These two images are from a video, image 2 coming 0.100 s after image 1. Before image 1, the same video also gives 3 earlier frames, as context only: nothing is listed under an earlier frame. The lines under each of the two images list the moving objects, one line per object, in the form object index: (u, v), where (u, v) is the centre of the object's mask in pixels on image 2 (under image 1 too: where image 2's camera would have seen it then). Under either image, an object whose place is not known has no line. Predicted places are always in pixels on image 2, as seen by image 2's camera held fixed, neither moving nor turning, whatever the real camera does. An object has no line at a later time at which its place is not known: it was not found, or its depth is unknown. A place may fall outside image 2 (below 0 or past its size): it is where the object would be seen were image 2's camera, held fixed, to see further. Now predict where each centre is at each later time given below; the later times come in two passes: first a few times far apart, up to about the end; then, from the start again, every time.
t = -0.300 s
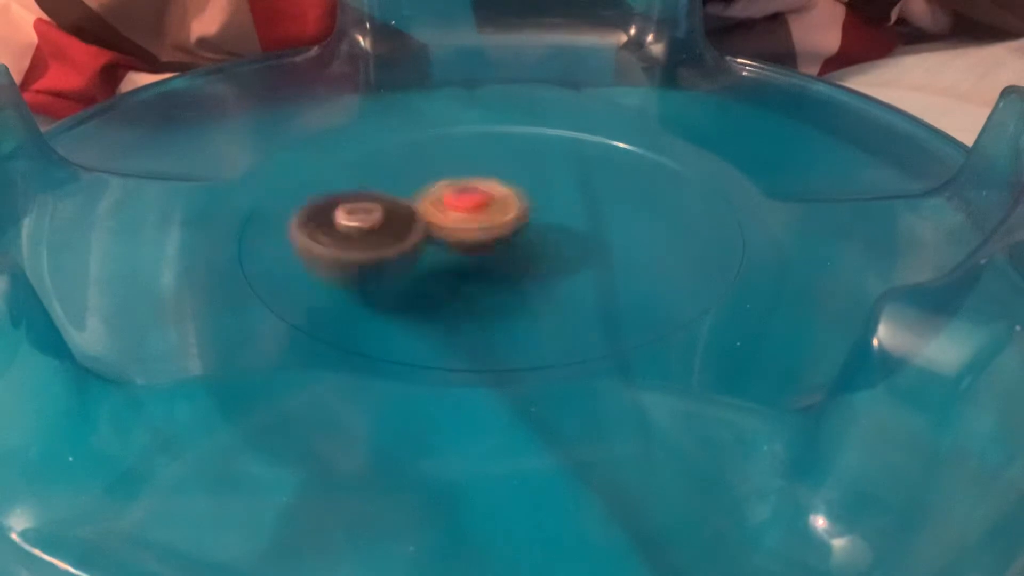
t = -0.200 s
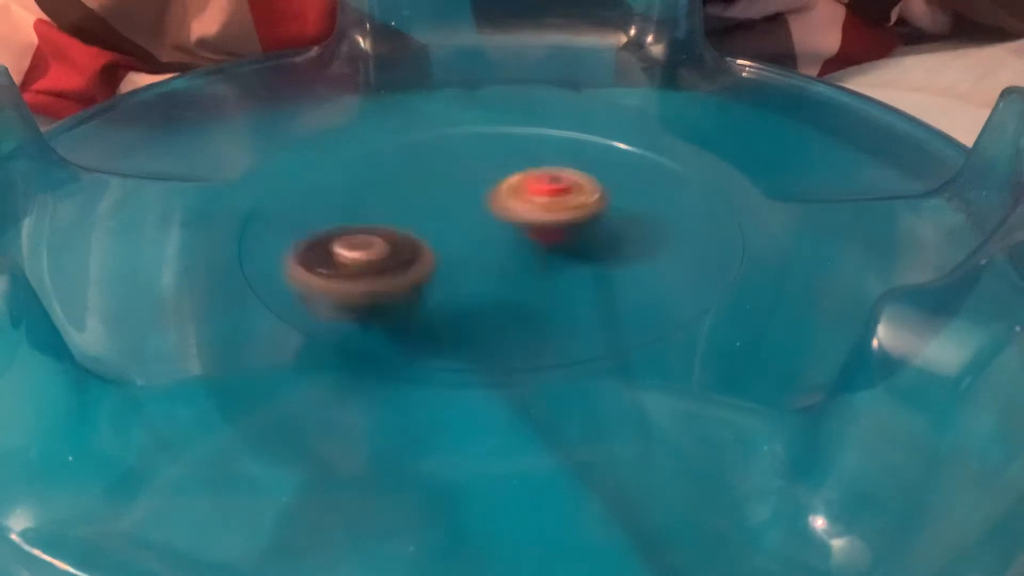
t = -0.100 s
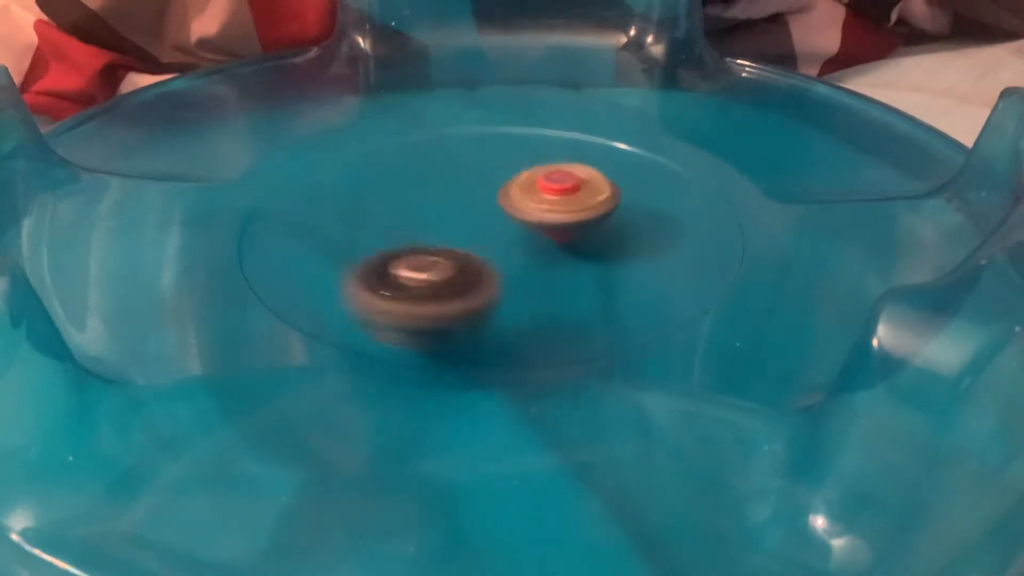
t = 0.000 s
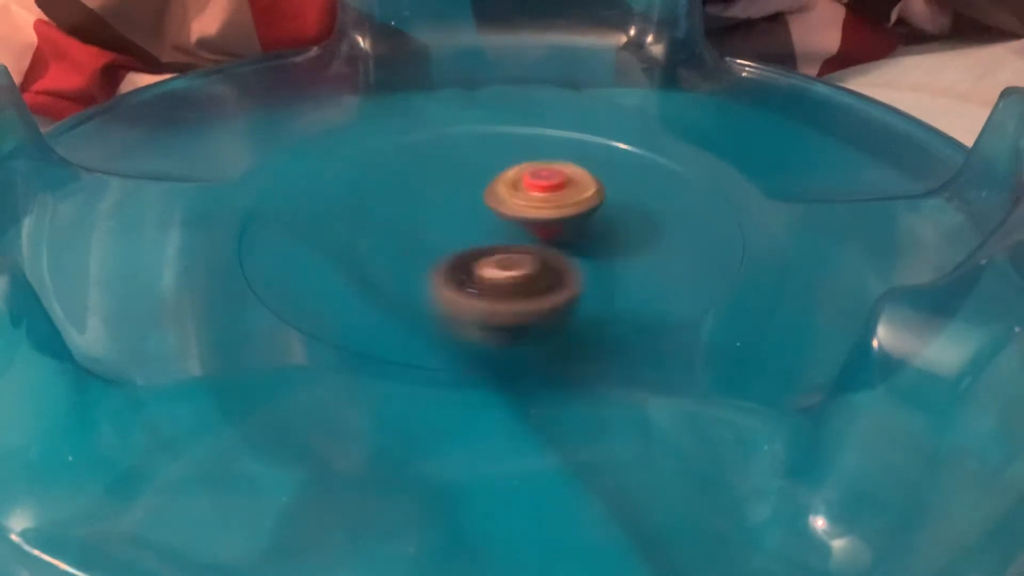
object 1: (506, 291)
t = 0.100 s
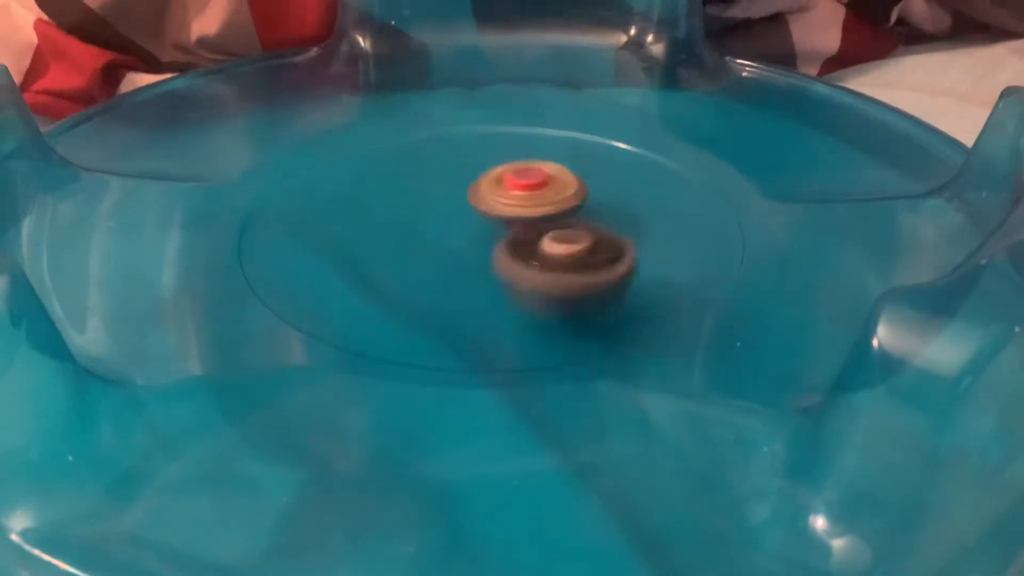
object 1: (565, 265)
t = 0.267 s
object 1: (620, 243)
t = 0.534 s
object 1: (542, 200)
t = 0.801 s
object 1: (376, 224)
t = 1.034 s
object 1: (393, 270)
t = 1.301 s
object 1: (549, 265)
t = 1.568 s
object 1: (616, 202)
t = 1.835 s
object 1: (636, 182)
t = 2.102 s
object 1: (510, 196)
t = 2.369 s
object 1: (415, 215)
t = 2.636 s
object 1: (421, 241)
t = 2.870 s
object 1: (481, 198)
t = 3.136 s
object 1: (461, 122)
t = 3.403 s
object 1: (435, 101)
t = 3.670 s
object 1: (452, 132)
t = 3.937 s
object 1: (488, 156)
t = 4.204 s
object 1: (560, 214)
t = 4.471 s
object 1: (623, 255)
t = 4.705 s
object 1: (569, 259)
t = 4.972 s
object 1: (418, 245)
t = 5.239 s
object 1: (305, 215)
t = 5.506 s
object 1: (336, 198)
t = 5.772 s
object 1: (445, 174)
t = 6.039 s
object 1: (534, 157)
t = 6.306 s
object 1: (560, 180)
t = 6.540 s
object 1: (553, 229)
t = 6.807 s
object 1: (518, 271)
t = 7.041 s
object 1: (455, 269)
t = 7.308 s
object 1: (380, 232)
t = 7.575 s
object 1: (359, 184)
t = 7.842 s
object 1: (401, 168)
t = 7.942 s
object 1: (434, 171)
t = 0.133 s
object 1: (573, 252)
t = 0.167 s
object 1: (578, 241)
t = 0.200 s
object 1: (594, 242)
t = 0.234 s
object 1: (612, 245)
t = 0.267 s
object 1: (620, 243)
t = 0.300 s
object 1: (624, 237)
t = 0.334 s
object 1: (624, 228)
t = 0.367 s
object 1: (620, 222)
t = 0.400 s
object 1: (612, 216)
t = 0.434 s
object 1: (600, 210)
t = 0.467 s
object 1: (585, 206)
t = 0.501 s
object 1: (565, 206)
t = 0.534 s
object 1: (542, 200)
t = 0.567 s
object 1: (518, 199)
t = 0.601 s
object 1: (494, 198)
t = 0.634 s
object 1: (469, 200)
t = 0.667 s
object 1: (447, 204)
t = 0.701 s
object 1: (424, 207)
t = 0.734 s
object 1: (404, 210)
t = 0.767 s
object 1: (386, 217)
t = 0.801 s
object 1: (376, 224)
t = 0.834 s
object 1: (369, 236)
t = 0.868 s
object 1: (363, 241)
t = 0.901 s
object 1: (362, 250)
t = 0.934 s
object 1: (364, 257)
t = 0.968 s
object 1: (371, 262)
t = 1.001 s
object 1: (380, 265)
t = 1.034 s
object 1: (393, 270)
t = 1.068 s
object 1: (409, 274)
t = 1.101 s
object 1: (426, 276)
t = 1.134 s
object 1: (441, 271)
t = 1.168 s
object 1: (459, 268)
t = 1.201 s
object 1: (476, 264)
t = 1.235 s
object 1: (490, 258)
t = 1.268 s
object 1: (517, 262)
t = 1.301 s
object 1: (549, 265)
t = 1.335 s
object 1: (573, 264)
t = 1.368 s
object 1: (595, 257)
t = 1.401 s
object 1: (613, 251)
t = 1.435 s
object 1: (626, 243)
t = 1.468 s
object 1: (632, 232)
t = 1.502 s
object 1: (632, 226)
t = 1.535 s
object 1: (627, 214)
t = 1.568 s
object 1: (616, 202)
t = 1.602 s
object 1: (630, 195)
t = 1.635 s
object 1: (648, 199)
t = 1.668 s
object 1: (656, 198)
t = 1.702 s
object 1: (659, 192)
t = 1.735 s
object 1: (657, 189)
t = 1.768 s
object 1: (652, 184)
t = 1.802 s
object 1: (644, 182)
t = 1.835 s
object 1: (636, 182)
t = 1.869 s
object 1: (624, 182)
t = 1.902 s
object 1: (610, 183)
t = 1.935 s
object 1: (591, 185)
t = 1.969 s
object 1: (573, 188)
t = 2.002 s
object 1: (555, 192)
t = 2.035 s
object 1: (534, 196)
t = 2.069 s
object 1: (517, 201)
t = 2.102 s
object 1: (510, 196)
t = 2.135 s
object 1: (505, 195)
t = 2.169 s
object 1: (491, 195)
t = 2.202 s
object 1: (477, 195)
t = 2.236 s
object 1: (461, 198)
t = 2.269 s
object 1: (448, 203)
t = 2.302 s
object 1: (435, 206)
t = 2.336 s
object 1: (424, 209)
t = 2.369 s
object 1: (415, 215)
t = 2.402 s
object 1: (408, 219)
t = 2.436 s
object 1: (404, 227)
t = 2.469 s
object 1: (400, 232)
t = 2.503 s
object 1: (399, 235)
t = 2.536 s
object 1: (402, 238)
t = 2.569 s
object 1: (406, 240)
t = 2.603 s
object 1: (412, 241)
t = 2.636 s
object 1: (421, 241)
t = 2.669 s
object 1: (431, 242)
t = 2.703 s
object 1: (440, 238)
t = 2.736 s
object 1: (449, 235)
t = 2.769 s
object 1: (458, 230)
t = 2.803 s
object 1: (464, 224)
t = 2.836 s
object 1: (475, 208)
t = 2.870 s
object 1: (481, 198)
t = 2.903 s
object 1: (483, 186)
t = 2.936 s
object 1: (484, 177)
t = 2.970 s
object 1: (483, 165)
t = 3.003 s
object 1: (481, 154)
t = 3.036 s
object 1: (478, 144)
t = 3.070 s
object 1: (473, 135)
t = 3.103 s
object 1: (467, 129)
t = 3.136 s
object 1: (461, 122)
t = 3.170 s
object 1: (453, 118)
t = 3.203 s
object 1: (446, 116)
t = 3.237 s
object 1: (440, 115)
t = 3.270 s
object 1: (436, 114)
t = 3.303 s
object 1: (439, 106)
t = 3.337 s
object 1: (443, 101)
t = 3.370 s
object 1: (441, 99)
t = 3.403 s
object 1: (435, 101)
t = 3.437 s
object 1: (430, 103)
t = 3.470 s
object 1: (429, 105)
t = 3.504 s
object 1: (429, 109)
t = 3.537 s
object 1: (432, 115)
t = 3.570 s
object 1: (437, 120)
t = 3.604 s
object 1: (441, 127)
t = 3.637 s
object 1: (446, 133)
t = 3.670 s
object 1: (452, 132)
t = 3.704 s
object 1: (457, 126)
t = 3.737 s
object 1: (460, 127)
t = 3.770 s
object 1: (462, 129)
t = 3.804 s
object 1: (465, 132)
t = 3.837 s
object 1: (469, 137)
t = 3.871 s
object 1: (474, 142)
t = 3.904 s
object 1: (481, 148)
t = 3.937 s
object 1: (488, 156)
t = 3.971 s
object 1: (495, 163)
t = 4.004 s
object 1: (503, 171)
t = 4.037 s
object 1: (510, 178)
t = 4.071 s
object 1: (520, 188)
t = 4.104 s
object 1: (532, 199)
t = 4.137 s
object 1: (541, 205)
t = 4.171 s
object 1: (549, 209)
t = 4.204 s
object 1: (560, 214)
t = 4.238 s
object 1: (572, 221)
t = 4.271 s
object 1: (582, 227)
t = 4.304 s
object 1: (591, 236)
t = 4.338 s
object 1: (599, 241)
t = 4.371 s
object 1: (607, 245)
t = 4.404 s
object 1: (614, 250)
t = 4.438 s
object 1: (620, 253)
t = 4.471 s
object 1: (623, 255)
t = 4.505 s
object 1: (623, 256)
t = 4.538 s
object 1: (621, 257)
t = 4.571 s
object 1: (615, 258)
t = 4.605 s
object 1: (608, 259)
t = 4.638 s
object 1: (599, 259)
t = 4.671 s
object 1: (586, 259)
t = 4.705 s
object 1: (569, 259)
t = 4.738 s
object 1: (552, 258)
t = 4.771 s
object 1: (534, 258)
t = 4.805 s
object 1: (515, 257)
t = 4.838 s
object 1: (495, 255)
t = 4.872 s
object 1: (475, 252)
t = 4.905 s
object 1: (455, 250)
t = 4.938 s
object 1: (436, 247)
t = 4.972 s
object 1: (418, 245)
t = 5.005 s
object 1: (399, 242)
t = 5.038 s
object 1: (381, 239)
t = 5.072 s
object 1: (366, 234)
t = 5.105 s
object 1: (351, 230)
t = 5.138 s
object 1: (336, 226)
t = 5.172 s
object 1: (324, 222)
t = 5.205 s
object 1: (313, 218)
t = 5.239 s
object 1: (305, 215)
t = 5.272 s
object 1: (301, 212)
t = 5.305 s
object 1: (298, 210)
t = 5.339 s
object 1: (298, 208)
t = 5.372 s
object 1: (302, 206)
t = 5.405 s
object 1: (307, 204)
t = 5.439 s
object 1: (315, 201)
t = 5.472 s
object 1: (325, 200)
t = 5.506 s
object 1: (336, 198)
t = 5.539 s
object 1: (349, 195)
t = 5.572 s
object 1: (362, 192)
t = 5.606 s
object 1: (376, 189)
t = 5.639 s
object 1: (390, 186)
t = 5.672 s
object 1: (403, 183)
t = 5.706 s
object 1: (417, 179)
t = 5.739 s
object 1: (431, 177)
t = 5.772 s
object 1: (445, 174)
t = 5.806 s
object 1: (458, 171)
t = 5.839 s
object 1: (471, 168)
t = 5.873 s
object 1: (483, 166)
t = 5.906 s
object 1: (495, 163)
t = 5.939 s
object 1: (506, 161)
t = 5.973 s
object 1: (516, 159)
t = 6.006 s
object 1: (526, 158)
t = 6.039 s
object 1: (534, 157)
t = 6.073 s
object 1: (541, 159)
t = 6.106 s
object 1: (545, 158)
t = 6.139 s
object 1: (549, 160)
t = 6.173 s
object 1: (552, 161)
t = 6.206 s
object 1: (554, 164)
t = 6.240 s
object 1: (557, 169)
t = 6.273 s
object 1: (559, 174)
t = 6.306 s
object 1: (560, 180)
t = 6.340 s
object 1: (562, 188)
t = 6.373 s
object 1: (561, 193)
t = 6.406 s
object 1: (561, 200)
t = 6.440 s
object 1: (558, 207)
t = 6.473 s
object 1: (557, 214)
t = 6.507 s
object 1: (555, 224)
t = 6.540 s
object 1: (553, 229)
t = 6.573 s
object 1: (551, 238)
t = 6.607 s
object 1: (549, 245)
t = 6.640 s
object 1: (545, 250)
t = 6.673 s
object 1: (542, 256)
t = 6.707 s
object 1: (537, 261)
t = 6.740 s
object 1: (531, 265)
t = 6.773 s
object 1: (525, 269)
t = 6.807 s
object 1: (518, 271)
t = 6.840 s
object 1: (510, 274)
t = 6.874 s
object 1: (502, 275)
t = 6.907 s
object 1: (494, 276)
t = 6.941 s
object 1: (486, 276)
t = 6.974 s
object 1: (477, 275)
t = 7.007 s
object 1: (466, 273)
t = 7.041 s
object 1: (455, 269)
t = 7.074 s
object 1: (445, 267)
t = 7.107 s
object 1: (435, 263)
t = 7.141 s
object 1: (424, 260)
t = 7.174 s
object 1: (414, 254)
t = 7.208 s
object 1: (404, 250)
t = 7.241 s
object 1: (395, 244)
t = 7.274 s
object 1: (387, 237)
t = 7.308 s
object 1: (380, 232)
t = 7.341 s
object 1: (374, 226)
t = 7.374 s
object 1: (370, 219)
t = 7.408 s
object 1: (365, 213)
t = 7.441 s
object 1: (362, 206)
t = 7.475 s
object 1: (360, 200)
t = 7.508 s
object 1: (359, 194)
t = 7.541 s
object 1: (359, 189)
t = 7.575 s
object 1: (359, 184)
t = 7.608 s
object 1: (360, 180)
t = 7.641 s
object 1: (363, 176)
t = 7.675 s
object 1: (367, 174)
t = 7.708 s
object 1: (372, 172)
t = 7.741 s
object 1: (378, 170)
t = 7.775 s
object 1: (384, 169)
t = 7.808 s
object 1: (392, 168)
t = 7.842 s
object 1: (401, 168)
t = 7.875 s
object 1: (412, 169)
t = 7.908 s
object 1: (422, 170)
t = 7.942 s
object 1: (434, 171)
